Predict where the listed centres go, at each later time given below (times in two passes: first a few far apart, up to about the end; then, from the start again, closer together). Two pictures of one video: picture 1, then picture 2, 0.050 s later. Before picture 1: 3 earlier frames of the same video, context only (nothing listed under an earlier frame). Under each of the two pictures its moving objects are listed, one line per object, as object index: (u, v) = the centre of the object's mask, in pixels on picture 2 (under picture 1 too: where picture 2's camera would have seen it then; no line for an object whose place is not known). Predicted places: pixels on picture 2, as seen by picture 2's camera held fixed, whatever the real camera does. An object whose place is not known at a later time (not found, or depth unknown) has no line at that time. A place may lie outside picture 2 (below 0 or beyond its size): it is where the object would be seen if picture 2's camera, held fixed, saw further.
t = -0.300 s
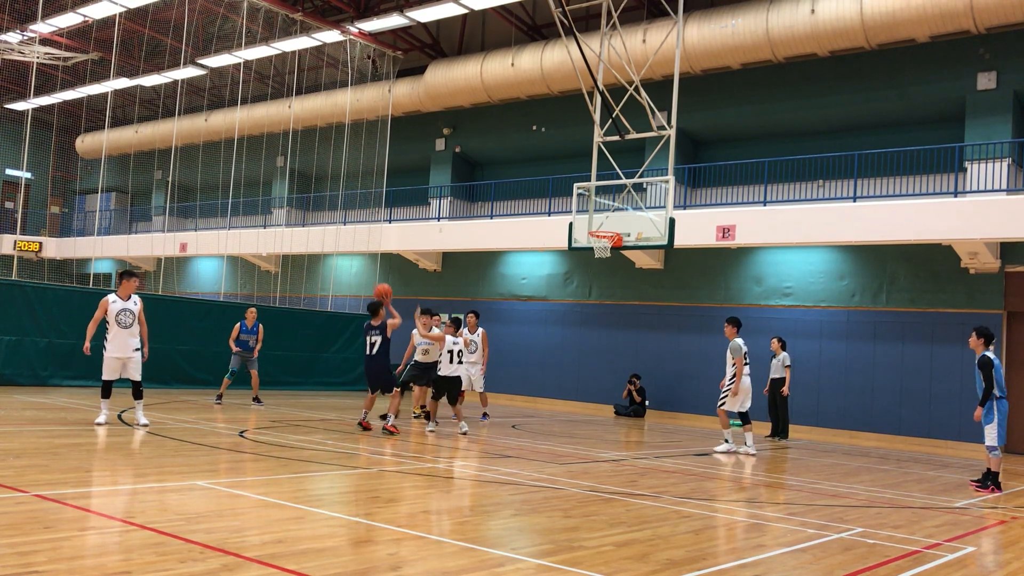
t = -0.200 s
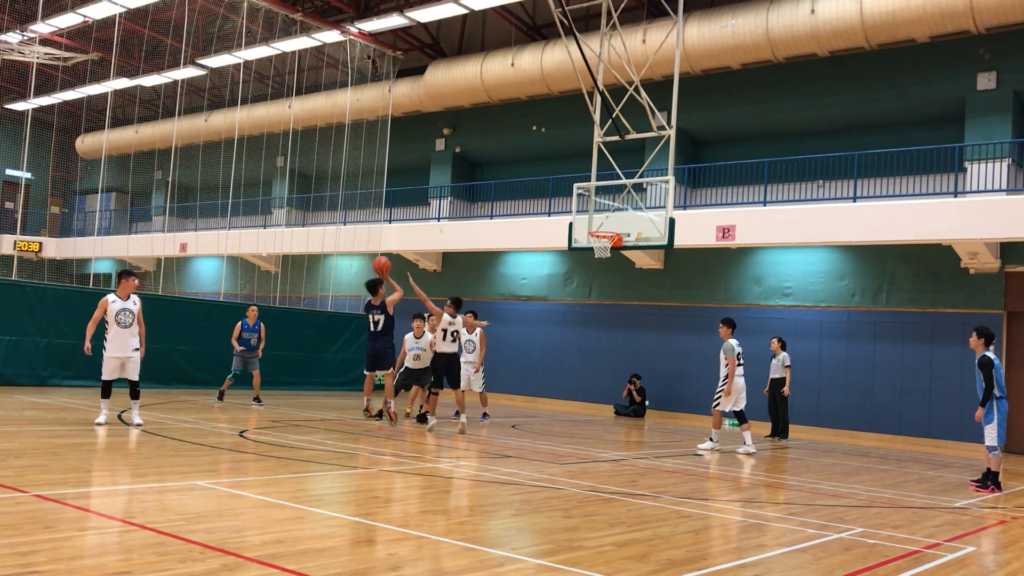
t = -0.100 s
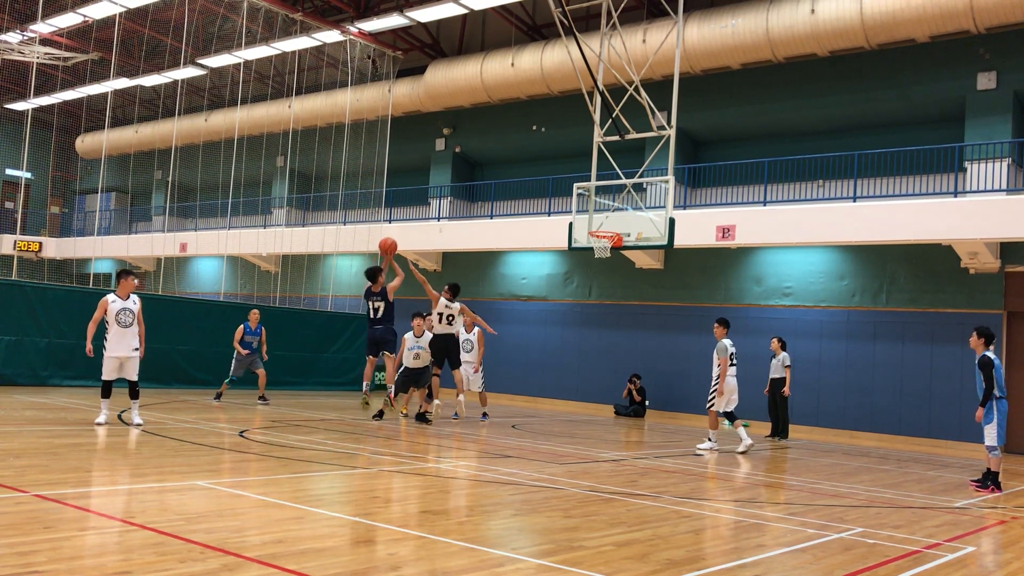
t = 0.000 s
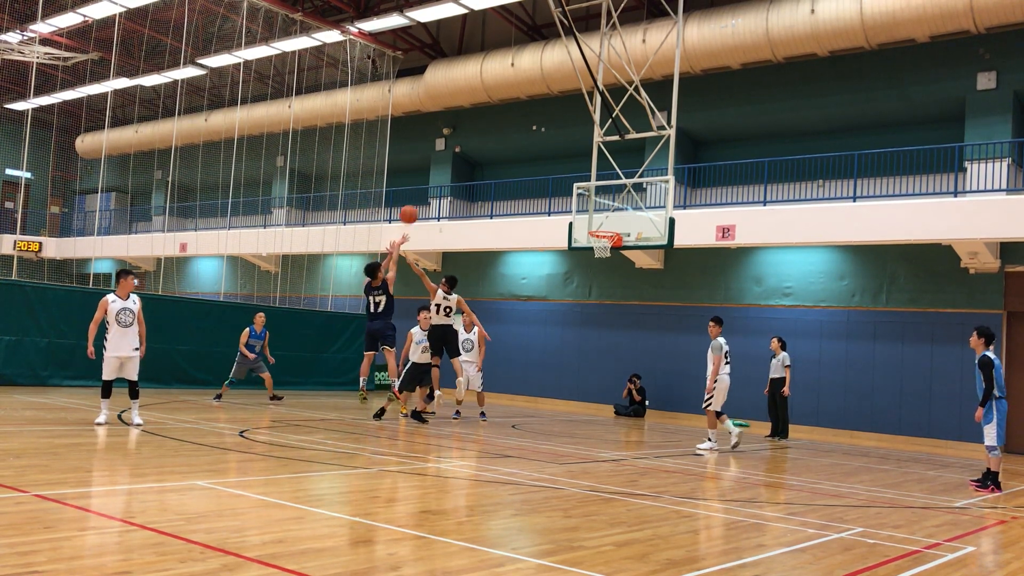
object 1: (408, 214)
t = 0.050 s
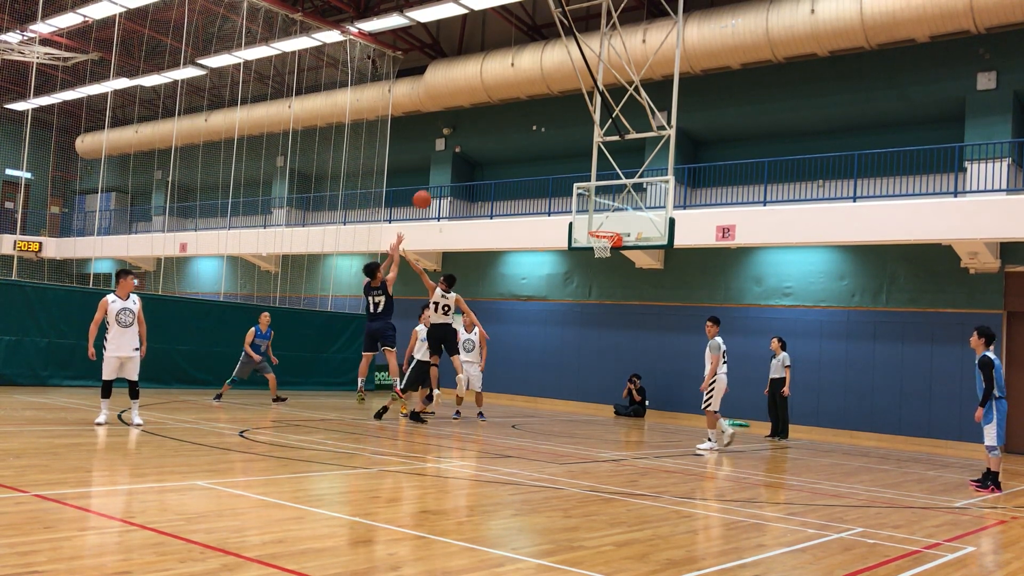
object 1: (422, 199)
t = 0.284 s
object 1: (479, 156)
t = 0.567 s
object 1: (538, 155)
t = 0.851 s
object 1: (587, 205)
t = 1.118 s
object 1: (605, 208)
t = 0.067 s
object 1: (426, 195)
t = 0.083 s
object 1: (430, 191)
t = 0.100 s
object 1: (435, 186)
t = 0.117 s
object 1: (439, 182)
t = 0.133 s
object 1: (443, 179)
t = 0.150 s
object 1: (448, 175)
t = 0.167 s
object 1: (452, 172)
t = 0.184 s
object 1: (456, 169)
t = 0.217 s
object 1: (463, 164)
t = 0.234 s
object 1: (467, 162)
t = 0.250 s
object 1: (471, 159)
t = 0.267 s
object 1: (475, 158)
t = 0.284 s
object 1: (479, 156)
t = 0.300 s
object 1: (483, 154)
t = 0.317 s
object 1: (486, 153)
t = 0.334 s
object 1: (490, 152)
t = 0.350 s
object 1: (494, 151)
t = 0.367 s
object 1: (497, 150)
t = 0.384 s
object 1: (501, 150)
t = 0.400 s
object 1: (504, 149)
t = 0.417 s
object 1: (508, 149)
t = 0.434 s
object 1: (511, 149)
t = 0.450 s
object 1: (515, 149)
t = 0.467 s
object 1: (518, 150)
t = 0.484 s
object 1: (521, 150)
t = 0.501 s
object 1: (525, 151)
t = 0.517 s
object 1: (528, 152)
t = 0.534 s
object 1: (531, 153)
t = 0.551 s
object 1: (535, 154)
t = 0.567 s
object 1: (538, 155)
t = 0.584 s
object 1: (541, 157)
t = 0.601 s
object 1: (544, 159)
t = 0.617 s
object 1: (547, 161)
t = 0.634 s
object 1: (550, 163)
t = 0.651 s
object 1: (553, 165)
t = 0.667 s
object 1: (556, 167)
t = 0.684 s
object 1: (559, 170)
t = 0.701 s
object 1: (562, 173)
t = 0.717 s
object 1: (565, 176)
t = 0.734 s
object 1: (567, 179)
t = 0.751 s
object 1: (571, 182)
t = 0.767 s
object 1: (573, 186)
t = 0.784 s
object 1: (576, 189)
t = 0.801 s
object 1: (579, 193)
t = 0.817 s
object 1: (581, 197)
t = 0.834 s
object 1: (584, 201)
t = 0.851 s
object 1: (587, 205)
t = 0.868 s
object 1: (590, 210)
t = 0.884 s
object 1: (592, 214)
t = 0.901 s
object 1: (595, 218)
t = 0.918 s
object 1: (598, 223)
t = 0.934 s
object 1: (599, 224)
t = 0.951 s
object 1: (599, 221)
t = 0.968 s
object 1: (600, 220)
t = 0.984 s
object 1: (600, 217)
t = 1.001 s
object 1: (601, 215)
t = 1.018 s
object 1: (602, 214)
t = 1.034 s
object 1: (602, 213)
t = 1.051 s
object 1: (603, 211)
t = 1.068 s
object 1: (604, 210)
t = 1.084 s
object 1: (604, 209)
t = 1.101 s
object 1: (605, 209)
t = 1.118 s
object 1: (605, 208)
